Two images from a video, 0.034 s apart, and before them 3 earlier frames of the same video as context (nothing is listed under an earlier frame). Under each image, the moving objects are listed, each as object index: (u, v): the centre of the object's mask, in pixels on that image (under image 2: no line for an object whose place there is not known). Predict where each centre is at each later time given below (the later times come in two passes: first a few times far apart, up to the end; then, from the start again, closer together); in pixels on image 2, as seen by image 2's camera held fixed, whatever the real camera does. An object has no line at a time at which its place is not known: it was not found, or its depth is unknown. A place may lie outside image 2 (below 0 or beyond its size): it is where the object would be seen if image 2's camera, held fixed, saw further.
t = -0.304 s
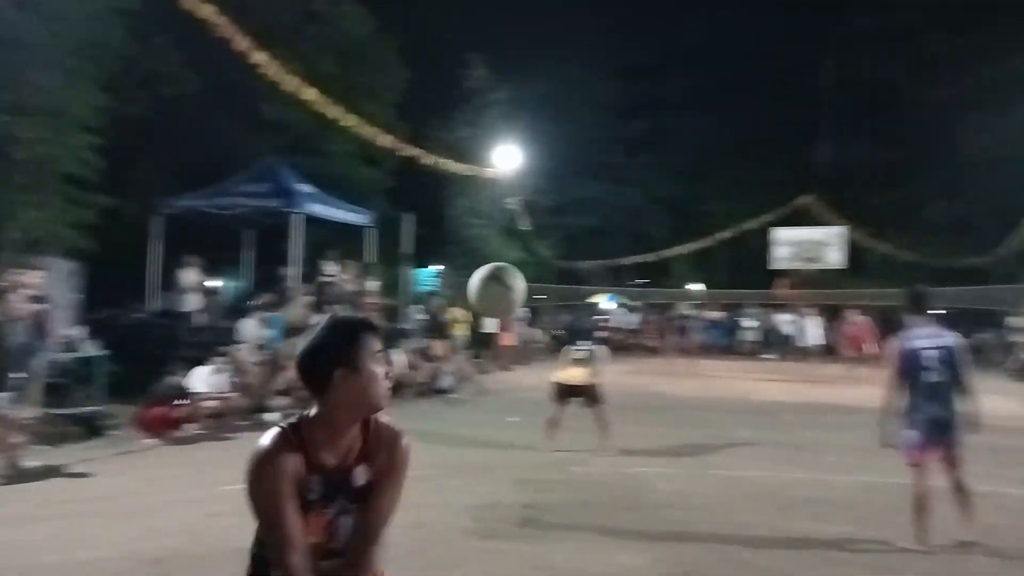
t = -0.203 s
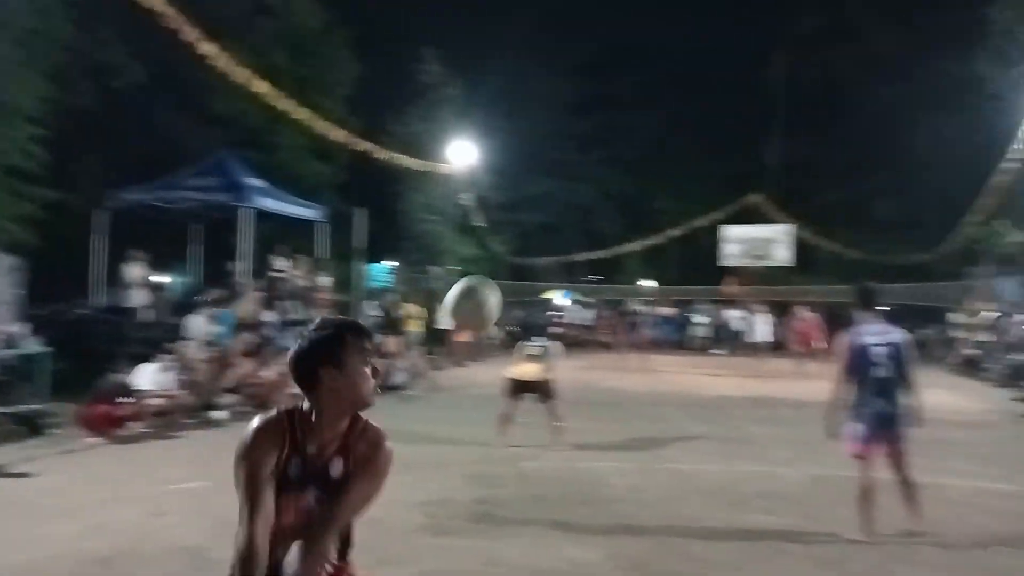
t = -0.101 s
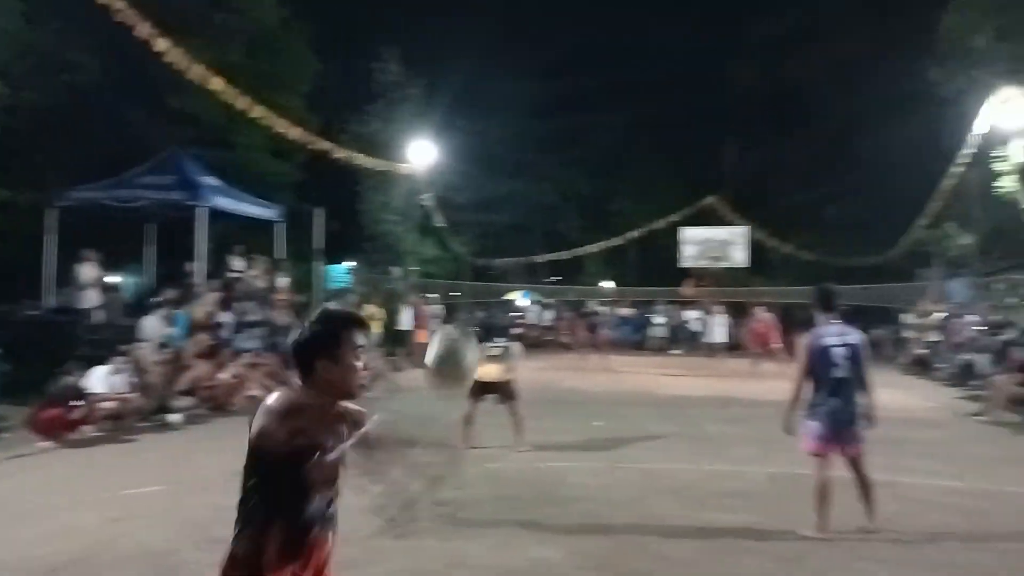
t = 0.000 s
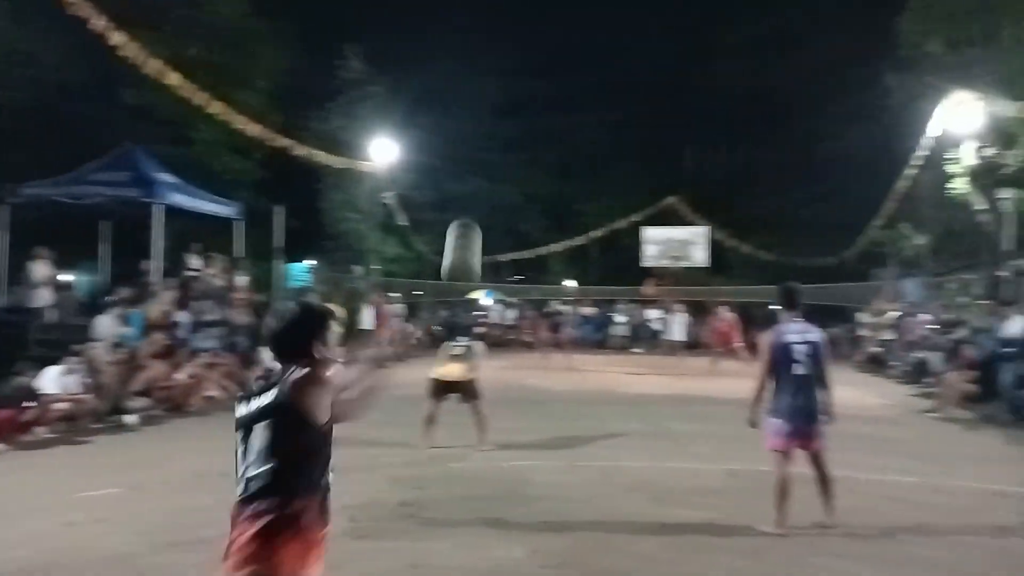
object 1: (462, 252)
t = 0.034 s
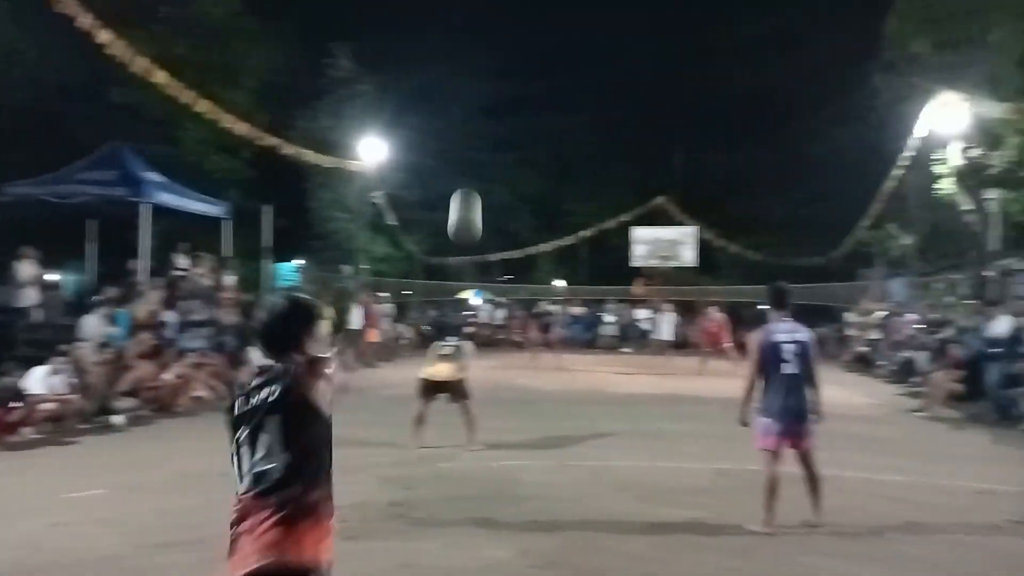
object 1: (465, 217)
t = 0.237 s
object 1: (503, 136)
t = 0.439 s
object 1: (515, 137)
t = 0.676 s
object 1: (517, 177)
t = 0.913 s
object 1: (516, 232)
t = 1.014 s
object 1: (516, 260)
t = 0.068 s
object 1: (476, 190)
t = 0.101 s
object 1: (485, 172)
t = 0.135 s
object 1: (491, 158)
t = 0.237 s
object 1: (503, 136)
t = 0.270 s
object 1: (506, 133)
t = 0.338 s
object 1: (510, 131)
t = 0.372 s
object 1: (511, 132)
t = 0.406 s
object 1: (514, 135)
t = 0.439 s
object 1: (515, 137)
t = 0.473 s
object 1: (516, 140)
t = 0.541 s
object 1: (517, 150)
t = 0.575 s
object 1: (516, 156)
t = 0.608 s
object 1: (516, 162)
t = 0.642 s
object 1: (517, 169)
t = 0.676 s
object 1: (517, 177)
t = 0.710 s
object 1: (517, 184)
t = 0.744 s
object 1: (517, 192)
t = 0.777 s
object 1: (517, 200)
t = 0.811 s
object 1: (517, 207)
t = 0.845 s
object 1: (517, 216)
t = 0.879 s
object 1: (516, 224)
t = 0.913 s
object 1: (516, 232)
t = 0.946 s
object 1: (517, 242)
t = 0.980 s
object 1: (517, 251)
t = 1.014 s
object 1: (516, 260)
